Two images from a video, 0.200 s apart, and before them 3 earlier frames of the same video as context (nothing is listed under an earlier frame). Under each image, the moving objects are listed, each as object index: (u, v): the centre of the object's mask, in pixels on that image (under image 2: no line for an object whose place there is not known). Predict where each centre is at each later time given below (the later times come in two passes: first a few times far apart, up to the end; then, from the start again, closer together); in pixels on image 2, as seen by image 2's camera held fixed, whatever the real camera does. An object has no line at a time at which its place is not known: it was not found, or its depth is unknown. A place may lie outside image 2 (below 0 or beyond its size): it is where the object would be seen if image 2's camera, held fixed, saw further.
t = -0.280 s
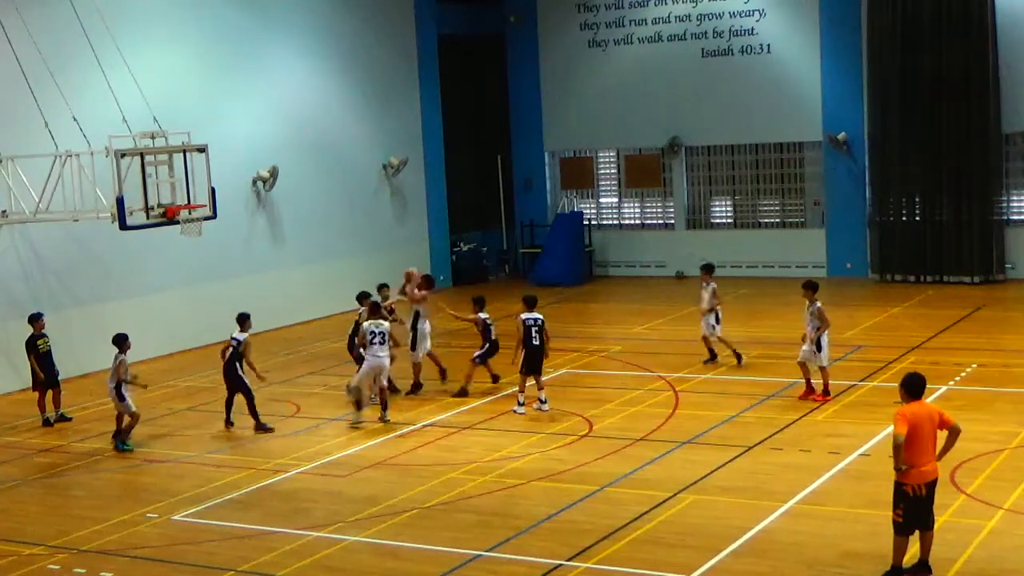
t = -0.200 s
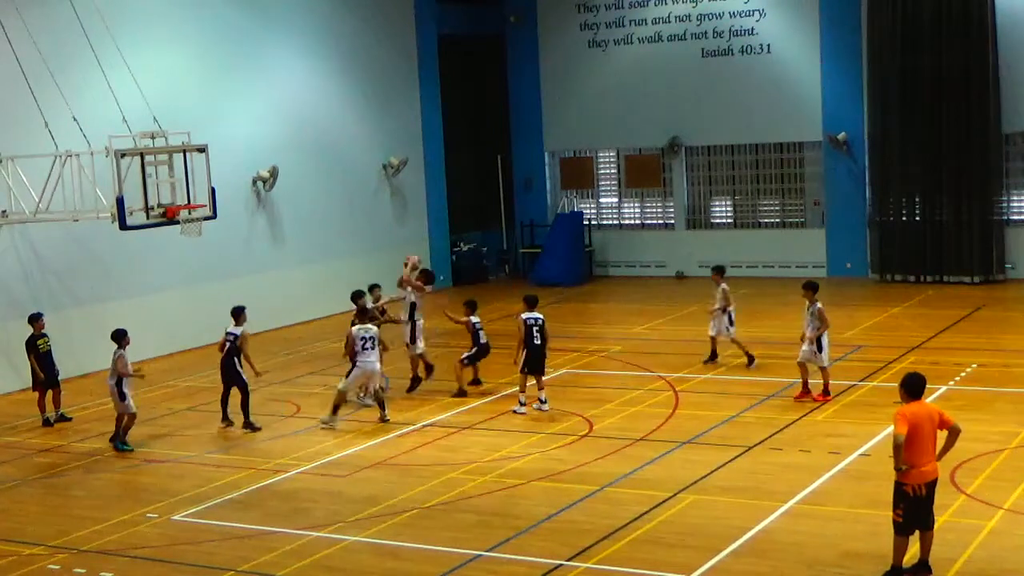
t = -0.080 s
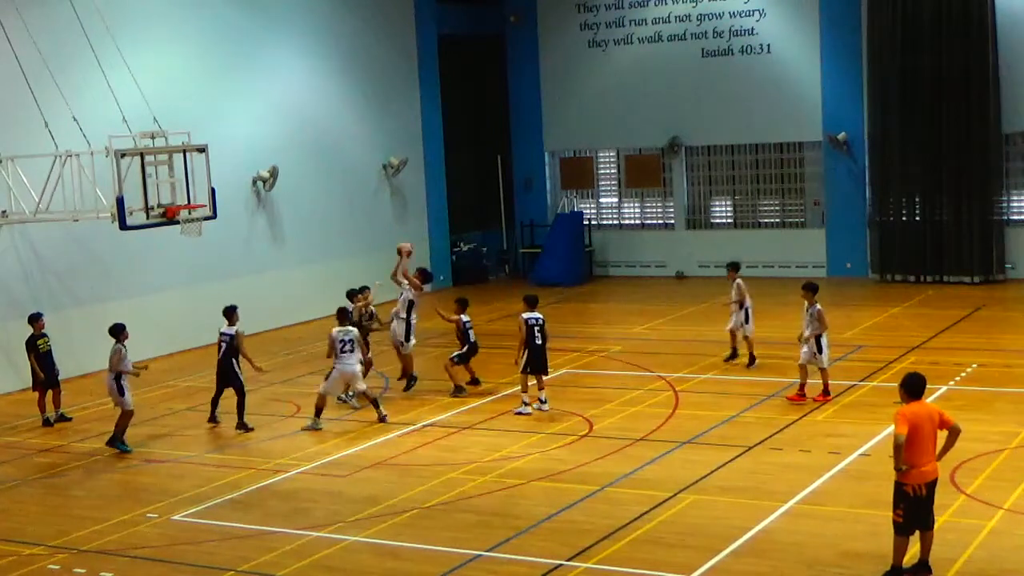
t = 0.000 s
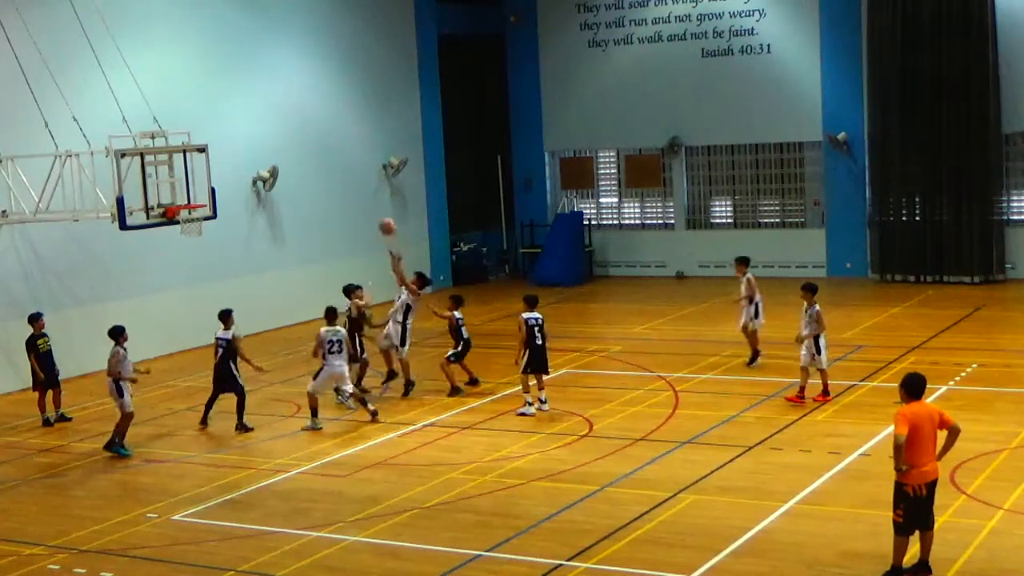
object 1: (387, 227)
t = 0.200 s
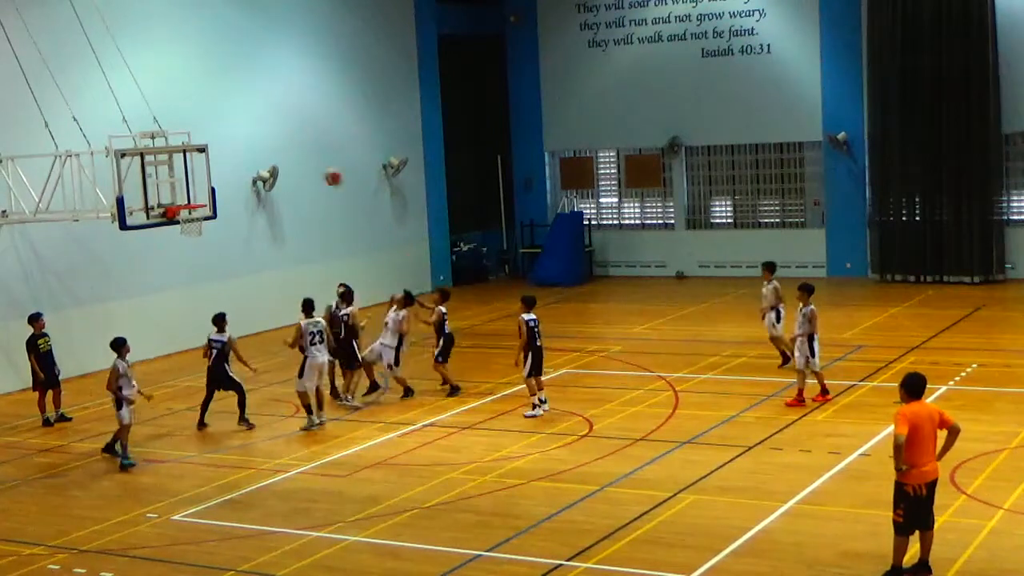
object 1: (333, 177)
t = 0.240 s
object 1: (323, 172)
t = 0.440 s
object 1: (270, 153)
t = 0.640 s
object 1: (220, 162)
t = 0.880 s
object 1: (177, 195)
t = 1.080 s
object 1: (198, 188)
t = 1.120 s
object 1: (200, 189)
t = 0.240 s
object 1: (323, 172)
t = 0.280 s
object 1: (312, 166)
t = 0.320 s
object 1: (301, 161)
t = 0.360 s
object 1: (291, 157)
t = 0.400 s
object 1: (280, 155)
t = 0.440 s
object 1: (270, 153)
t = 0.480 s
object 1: (259, 153)
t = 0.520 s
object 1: (250, 154)
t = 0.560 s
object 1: (239, 155)
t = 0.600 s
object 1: (229, 158)
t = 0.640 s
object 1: (220, 162)
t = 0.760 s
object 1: (190, 180)
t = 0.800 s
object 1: (180, 188)
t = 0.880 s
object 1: (177, 195)
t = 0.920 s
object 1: (180, 192)
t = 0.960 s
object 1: (184, 189)
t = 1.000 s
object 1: (189, 187)
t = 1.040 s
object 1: (192, 187)
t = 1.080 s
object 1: (198, 188)
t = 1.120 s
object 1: (200, 189)
